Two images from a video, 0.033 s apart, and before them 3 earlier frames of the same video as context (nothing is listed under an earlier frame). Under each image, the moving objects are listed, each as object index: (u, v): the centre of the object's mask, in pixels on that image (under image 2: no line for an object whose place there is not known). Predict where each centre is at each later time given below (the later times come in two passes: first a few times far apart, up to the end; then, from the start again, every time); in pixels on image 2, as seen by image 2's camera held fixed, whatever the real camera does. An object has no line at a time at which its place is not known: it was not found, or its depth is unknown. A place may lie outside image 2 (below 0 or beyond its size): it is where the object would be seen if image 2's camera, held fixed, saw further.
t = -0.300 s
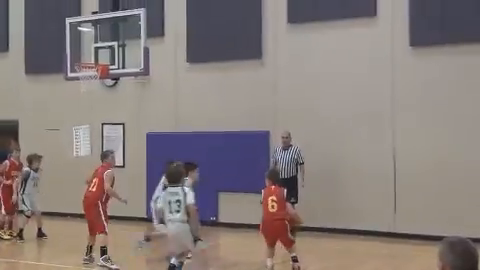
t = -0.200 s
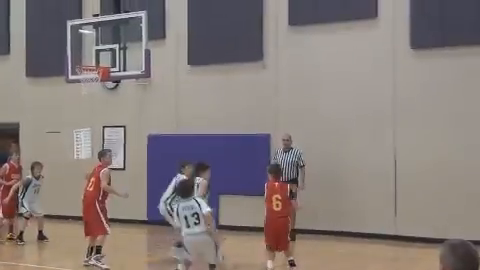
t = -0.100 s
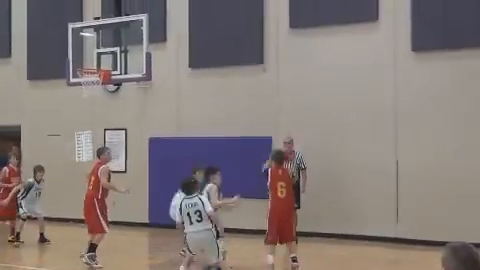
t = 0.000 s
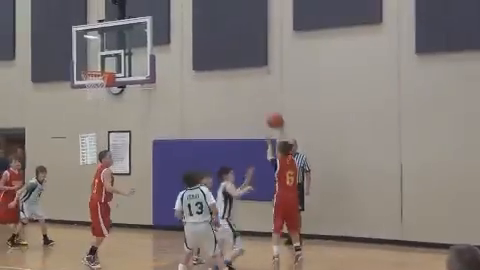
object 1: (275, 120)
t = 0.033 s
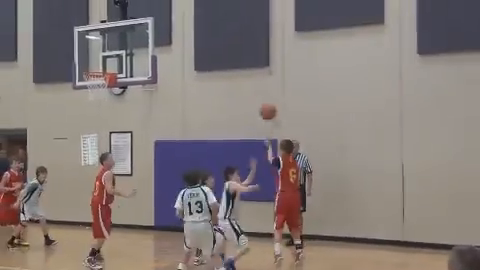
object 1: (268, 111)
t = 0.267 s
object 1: (212, 72)
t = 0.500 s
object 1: (161, 71)
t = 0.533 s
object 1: (155, 75)
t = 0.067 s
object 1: (260, 103)
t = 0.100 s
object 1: (252, 96)
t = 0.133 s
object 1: (243, 89)
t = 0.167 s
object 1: (236, 83)
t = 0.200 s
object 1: (228, 80)
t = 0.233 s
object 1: (220, 75)
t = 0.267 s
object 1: (212, 72)
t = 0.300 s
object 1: (204, 69)
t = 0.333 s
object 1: (198, 68)
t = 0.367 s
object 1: (191, 67)
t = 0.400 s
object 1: (183, 68)
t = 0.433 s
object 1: (176, 68)
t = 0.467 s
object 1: (169, 69)
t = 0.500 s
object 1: (161, 71)
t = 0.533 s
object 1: (155, 75)
